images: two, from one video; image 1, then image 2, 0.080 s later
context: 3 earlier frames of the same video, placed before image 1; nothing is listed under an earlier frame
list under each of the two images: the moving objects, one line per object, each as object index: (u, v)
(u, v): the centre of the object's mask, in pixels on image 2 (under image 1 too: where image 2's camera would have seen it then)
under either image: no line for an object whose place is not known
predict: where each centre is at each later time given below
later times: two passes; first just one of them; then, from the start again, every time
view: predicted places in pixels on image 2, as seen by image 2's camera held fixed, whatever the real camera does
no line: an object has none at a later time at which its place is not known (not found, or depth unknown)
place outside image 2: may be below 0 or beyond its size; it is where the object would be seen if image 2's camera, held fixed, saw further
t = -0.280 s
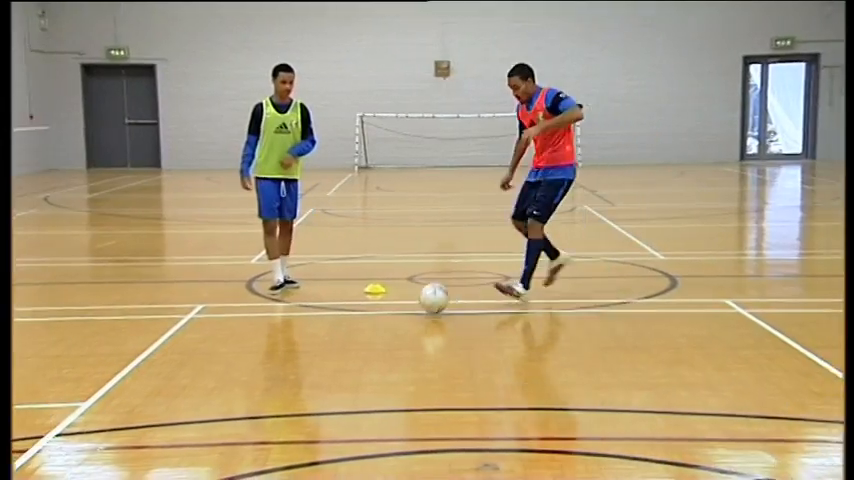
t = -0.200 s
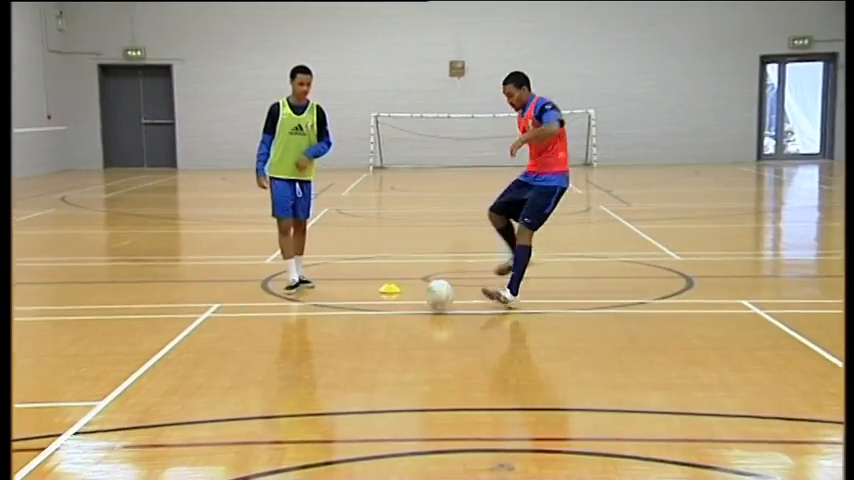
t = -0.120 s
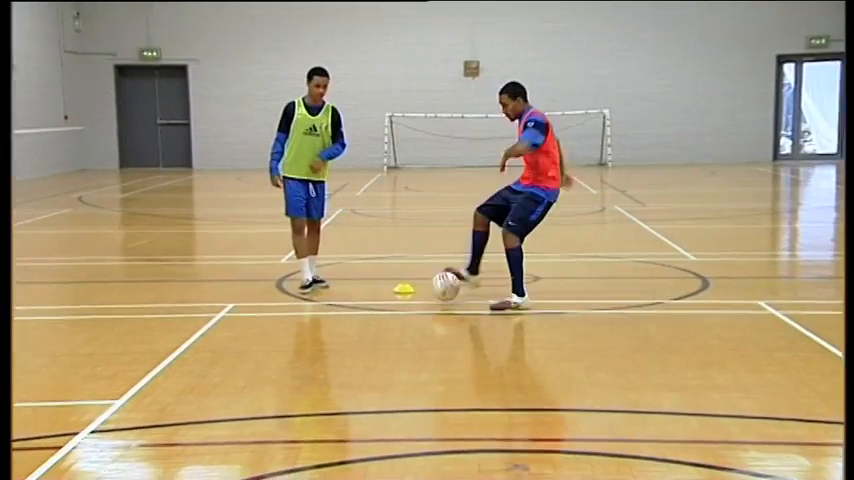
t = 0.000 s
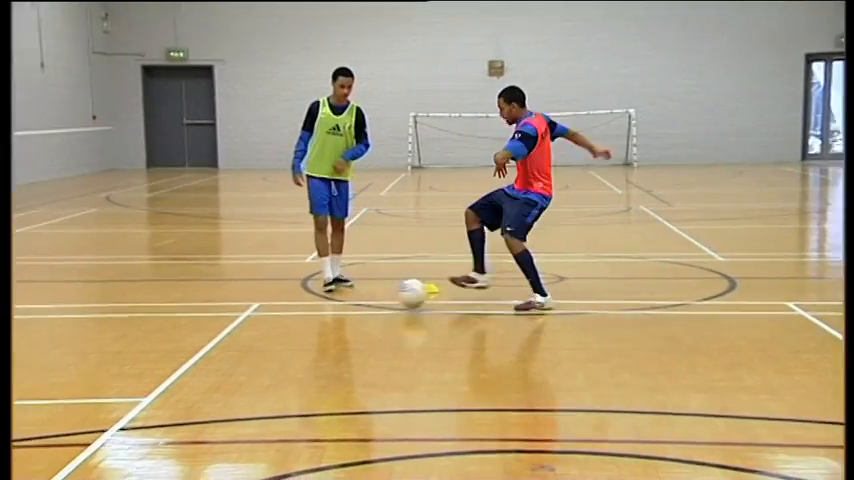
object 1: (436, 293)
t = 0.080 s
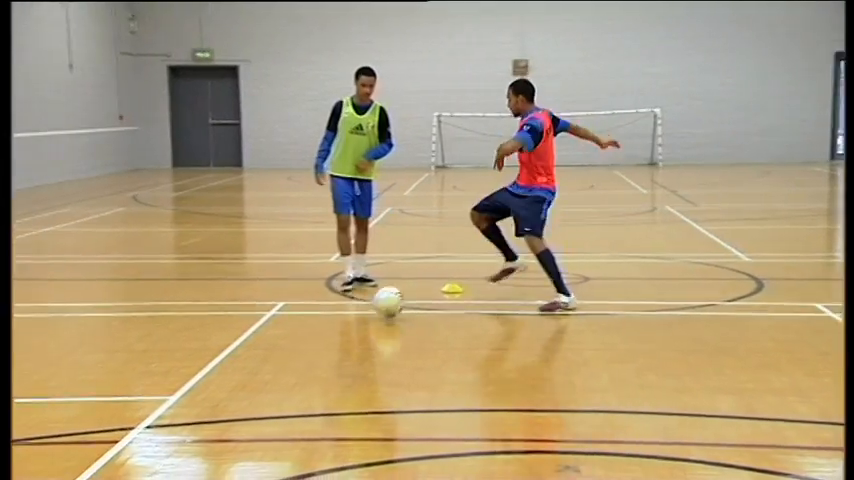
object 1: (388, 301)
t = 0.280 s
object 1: (268, 321)
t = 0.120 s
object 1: (364, 308)
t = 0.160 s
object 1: (340, 310)
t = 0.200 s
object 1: (316, 314)
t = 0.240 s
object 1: (291, 319)
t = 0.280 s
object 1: (268, 321)
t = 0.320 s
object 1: (244, 326)
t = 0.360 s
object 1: (220, 331)
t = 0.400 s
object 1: (196, 332)
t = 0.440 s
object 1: (173, 336)
